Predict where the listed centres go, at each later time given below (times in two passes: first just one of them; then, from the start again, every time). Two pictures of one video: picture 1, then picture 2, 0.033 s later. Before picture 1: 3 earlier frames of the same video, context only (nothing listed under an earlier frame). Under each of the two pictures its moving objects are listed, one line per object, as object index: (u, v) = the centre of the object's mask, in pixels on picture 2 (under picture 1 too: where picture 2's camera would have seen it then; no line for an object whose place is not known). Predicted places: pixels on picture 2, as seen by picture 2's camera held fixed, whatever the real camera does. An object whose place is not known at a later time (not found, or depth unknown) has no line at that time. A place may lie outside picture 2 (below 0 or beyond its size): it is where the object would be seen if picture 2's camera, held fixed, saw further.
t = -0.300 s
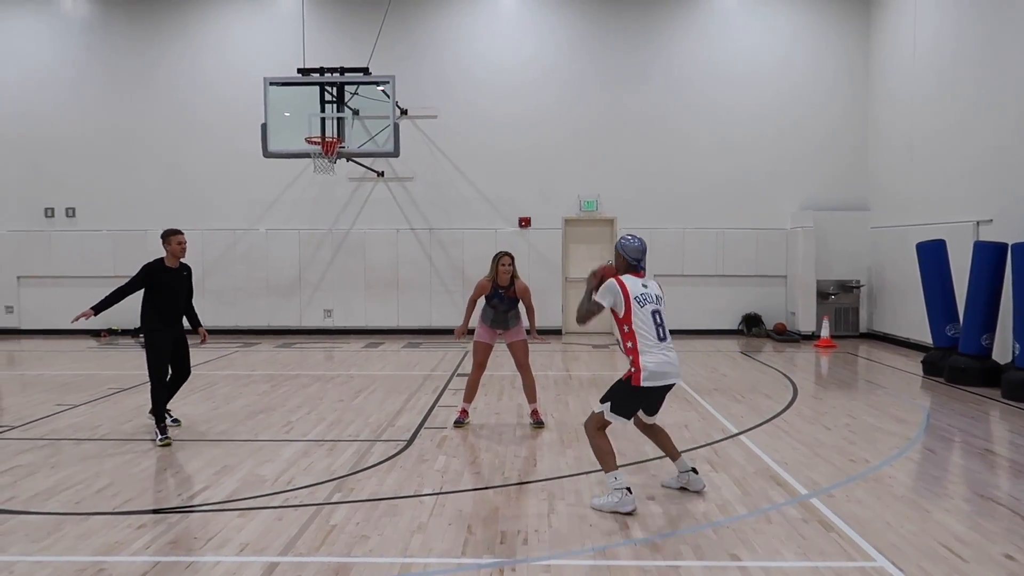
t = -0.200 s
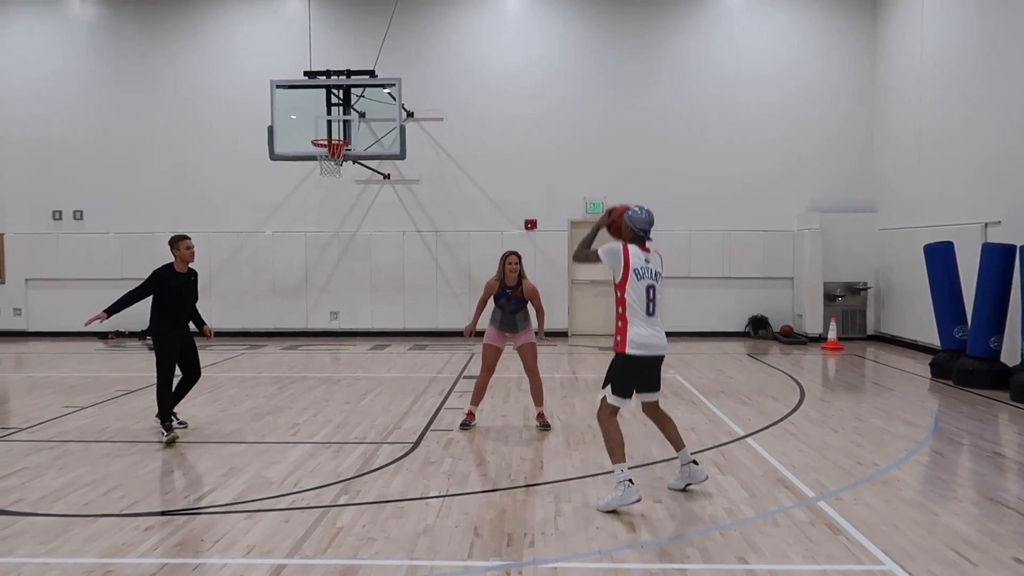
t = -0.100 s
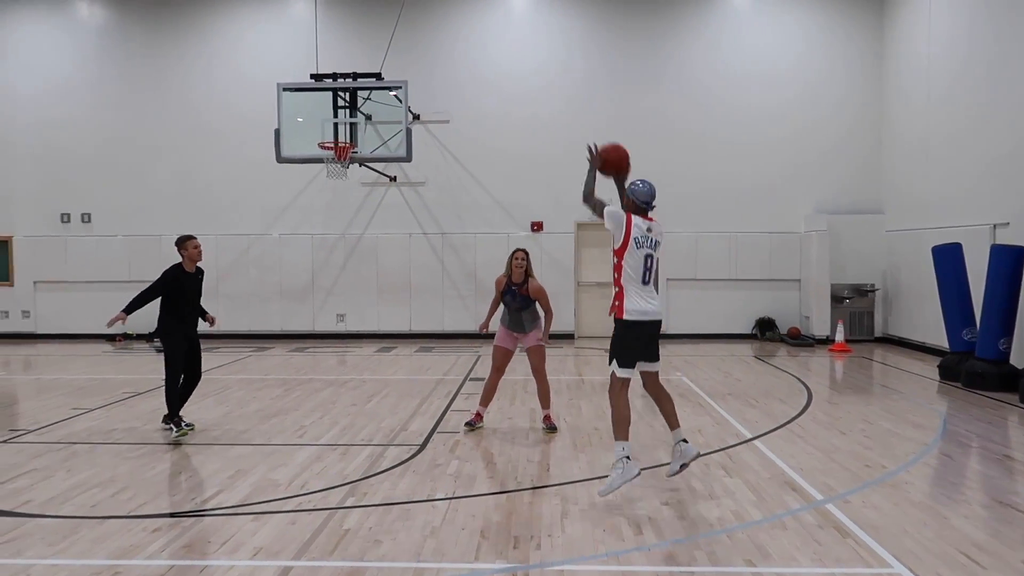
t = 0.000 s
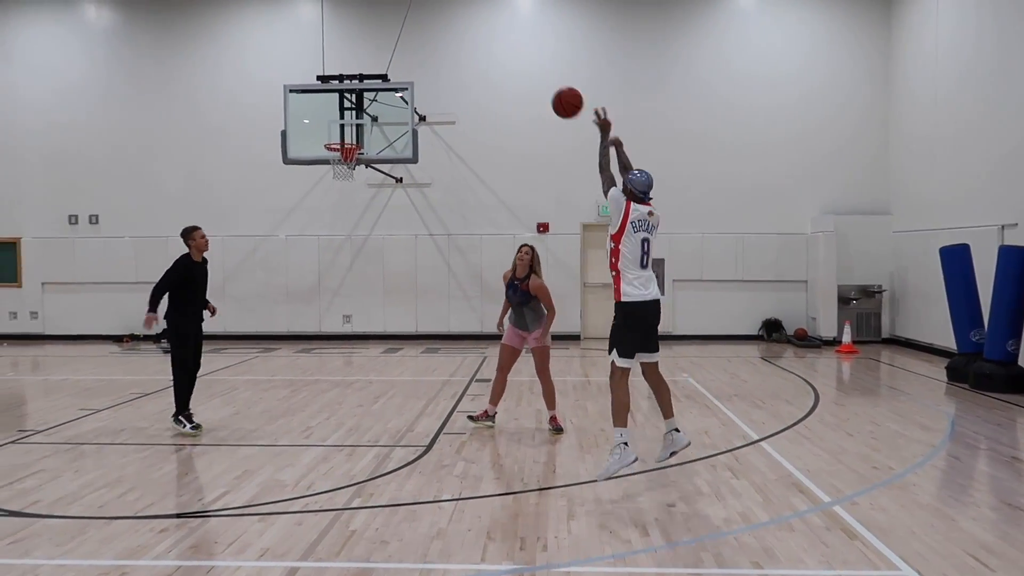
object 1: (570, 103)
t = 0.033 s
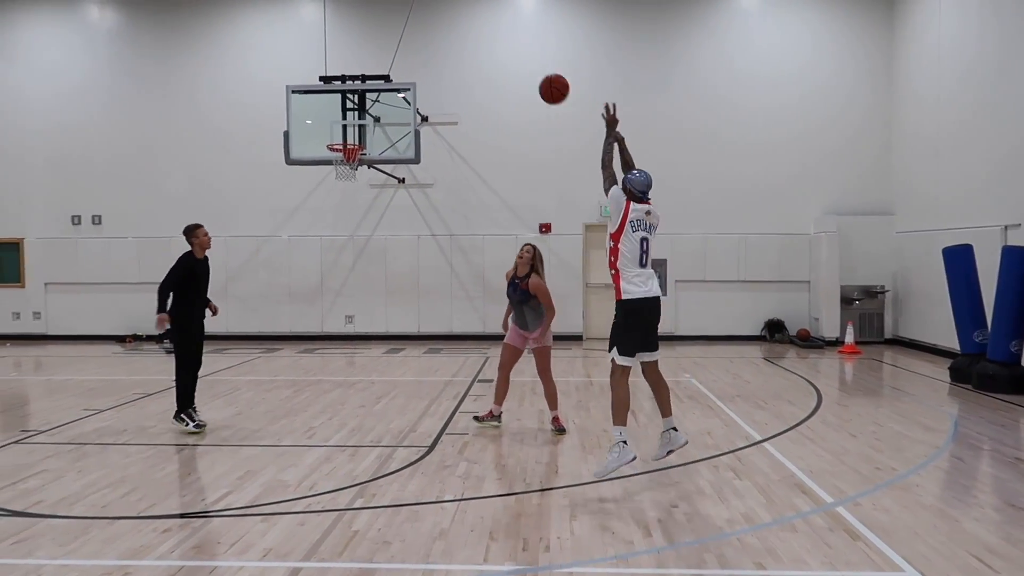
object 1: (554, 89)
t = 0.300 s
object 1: (461, 43)
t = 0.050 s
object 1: (547, 82)
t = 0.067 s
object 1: (539, 77)
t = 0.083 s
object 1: (532, 72)
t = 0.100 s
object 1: (526, 67)
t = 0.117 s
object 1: (519, 63)
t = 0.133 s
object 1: (513, 59)
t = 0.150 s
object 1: (507, 56)
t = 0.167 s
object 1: (501, 53)
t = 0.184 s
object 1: (496, 50)
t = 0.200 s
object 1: (490, 48)
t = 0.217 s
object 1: (485, 46)
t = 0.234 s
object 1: (480, 45)
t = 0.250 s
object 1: (475, 44)
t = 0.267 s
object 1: (470, 43)
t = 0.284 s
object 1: (465, 43)
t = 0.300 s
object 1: (461, 43)
